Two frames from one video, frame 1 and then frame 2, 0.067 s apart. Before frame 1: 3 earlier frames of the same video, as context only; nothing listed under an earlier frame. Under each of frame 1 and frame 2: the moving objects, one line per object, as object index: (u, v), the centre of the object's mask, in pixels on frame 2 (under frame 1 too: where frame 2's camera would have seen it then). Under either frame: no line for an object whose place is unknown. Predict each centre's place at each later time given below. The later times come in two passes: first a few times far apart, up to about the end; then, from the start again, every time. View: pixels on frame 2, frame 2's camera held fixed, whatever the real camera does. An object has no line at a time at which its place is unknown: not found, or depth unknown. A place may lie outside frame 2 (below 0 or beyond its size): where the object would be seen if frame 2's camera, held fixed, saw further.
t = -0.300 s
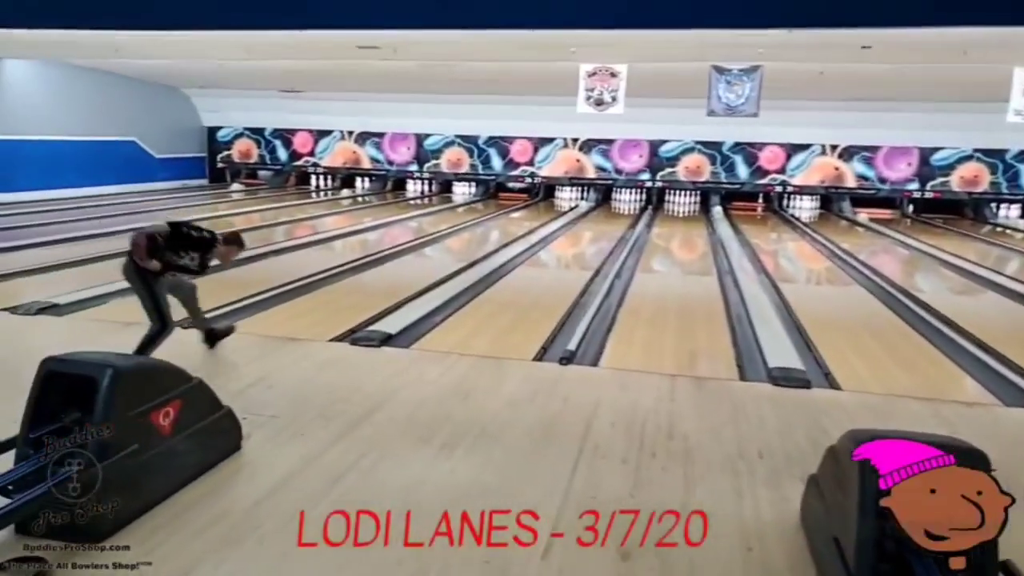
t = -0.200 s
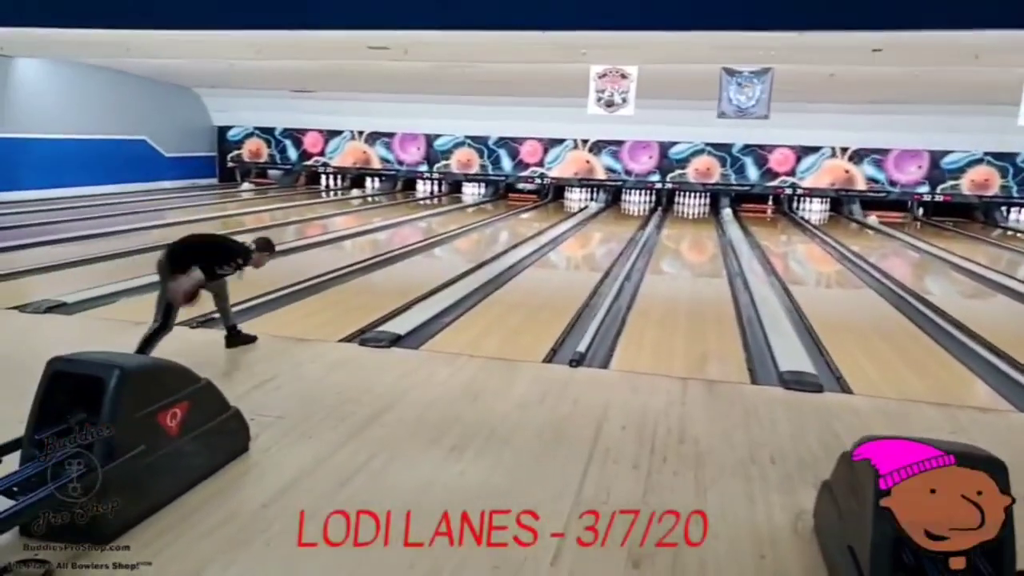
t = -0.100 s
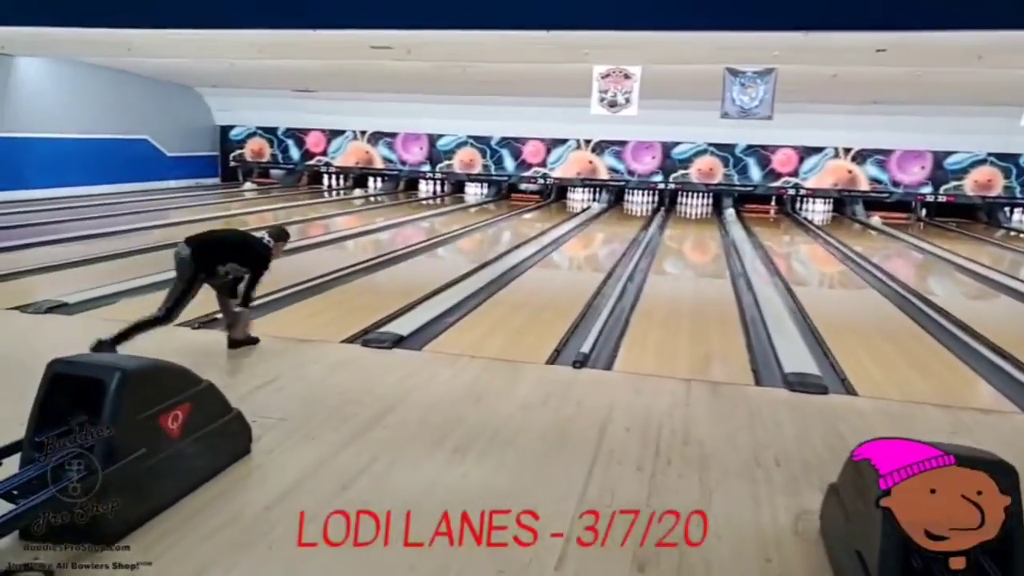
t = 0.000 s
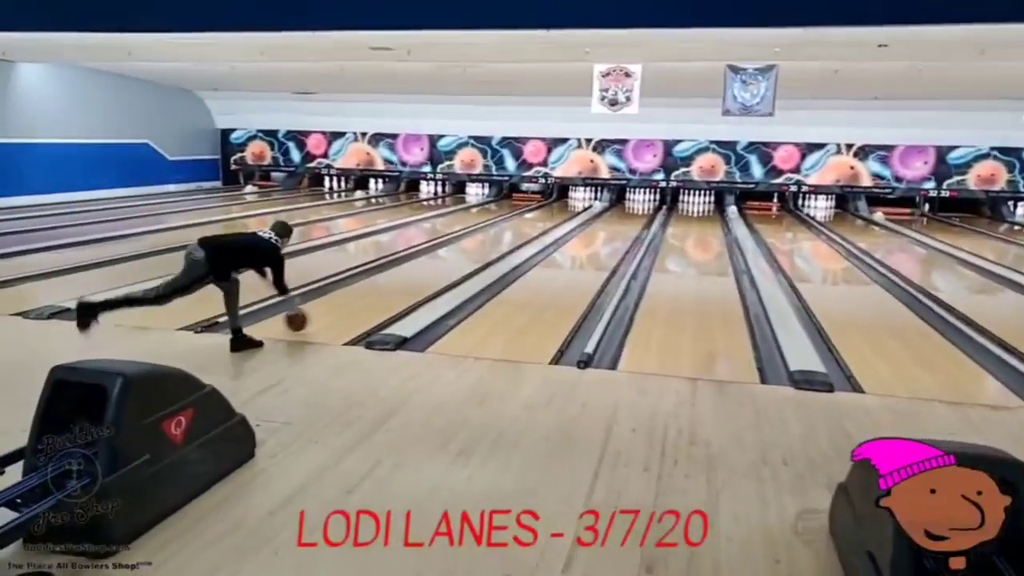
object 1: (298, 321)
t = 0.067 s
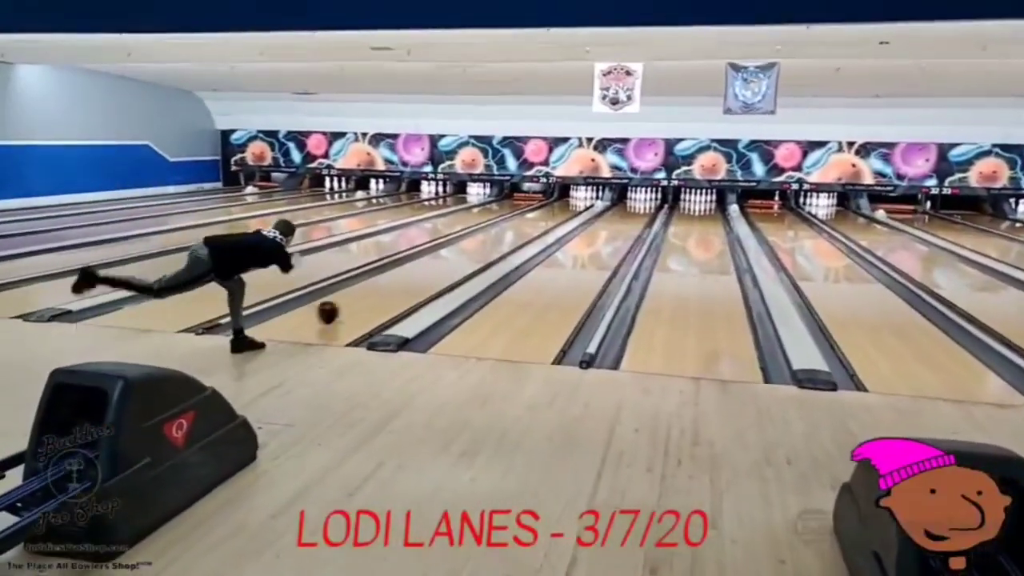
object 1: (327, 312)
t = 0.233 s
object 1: (386, 288)
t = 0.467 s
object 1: (442, 264)
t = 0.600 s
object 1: (466, 253)
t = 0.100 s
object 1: (341, 306)
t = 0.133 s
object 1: (354, 302)
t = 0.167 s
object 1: (366, 297)
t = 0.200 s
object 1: (376, 292)
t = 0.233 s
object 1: (386, 288)
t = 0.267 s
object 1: (395, 285)
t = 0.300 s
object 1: (405, 281)
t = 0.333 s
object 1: (413, 277)
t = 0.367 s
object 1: (421, 274)
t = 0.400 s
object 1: (428, 270)
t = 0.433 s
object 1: (436, 267)
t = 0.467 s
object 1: (442, 264)
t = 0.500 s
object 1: (448, 261)
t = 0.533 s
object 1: (454, 258)
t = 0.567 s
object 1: (460, 256)
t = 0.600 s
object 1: (466, 253)
